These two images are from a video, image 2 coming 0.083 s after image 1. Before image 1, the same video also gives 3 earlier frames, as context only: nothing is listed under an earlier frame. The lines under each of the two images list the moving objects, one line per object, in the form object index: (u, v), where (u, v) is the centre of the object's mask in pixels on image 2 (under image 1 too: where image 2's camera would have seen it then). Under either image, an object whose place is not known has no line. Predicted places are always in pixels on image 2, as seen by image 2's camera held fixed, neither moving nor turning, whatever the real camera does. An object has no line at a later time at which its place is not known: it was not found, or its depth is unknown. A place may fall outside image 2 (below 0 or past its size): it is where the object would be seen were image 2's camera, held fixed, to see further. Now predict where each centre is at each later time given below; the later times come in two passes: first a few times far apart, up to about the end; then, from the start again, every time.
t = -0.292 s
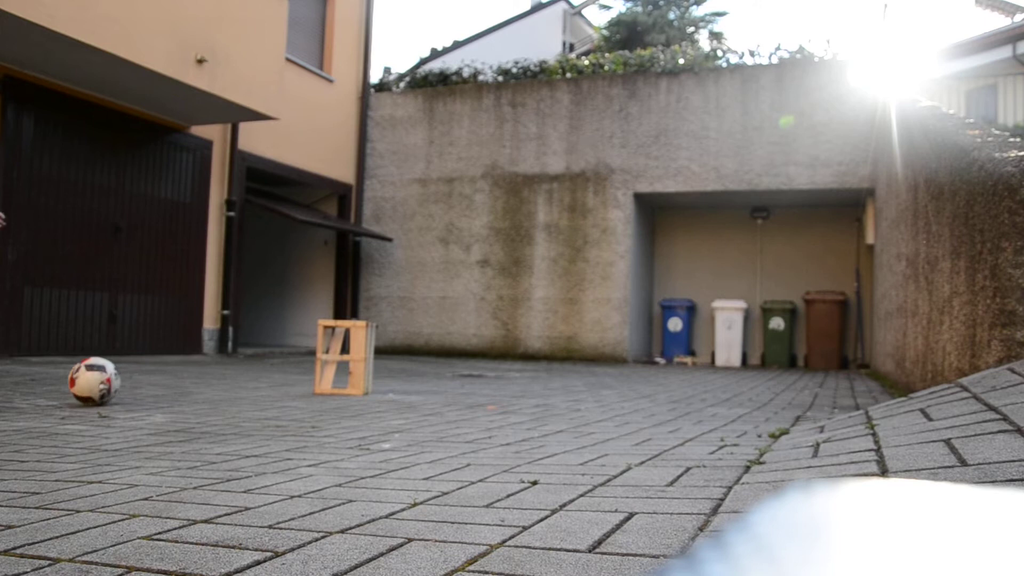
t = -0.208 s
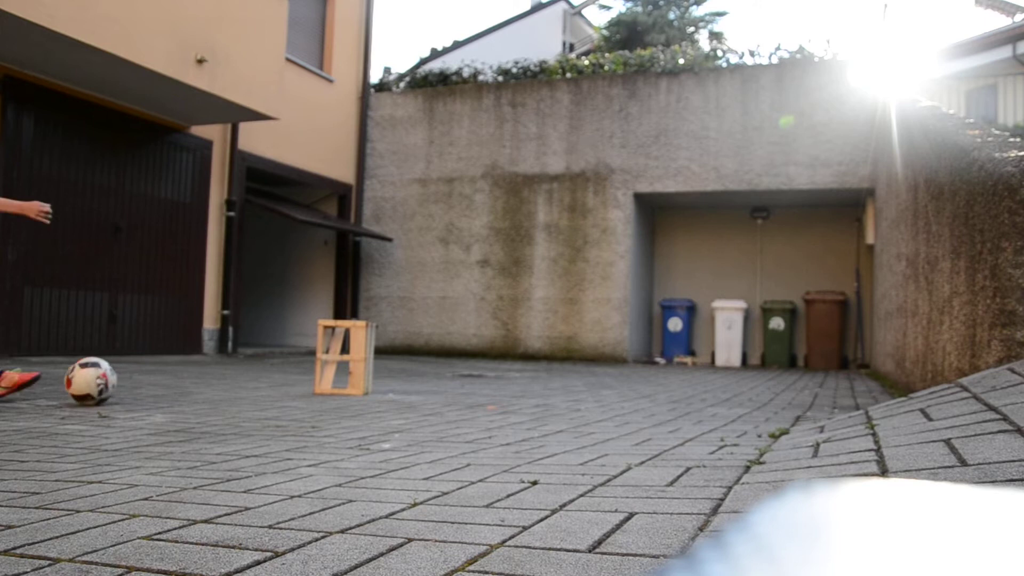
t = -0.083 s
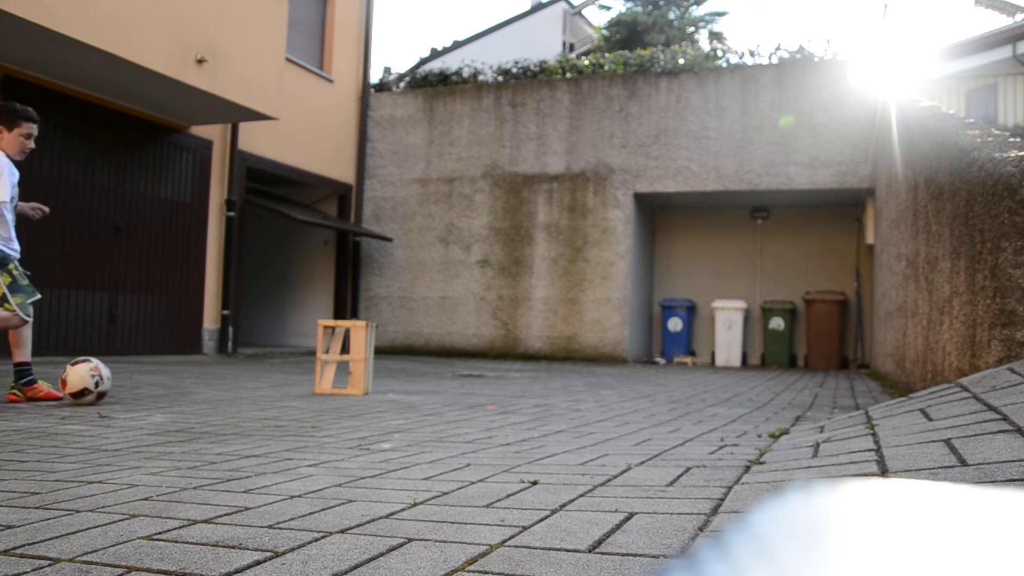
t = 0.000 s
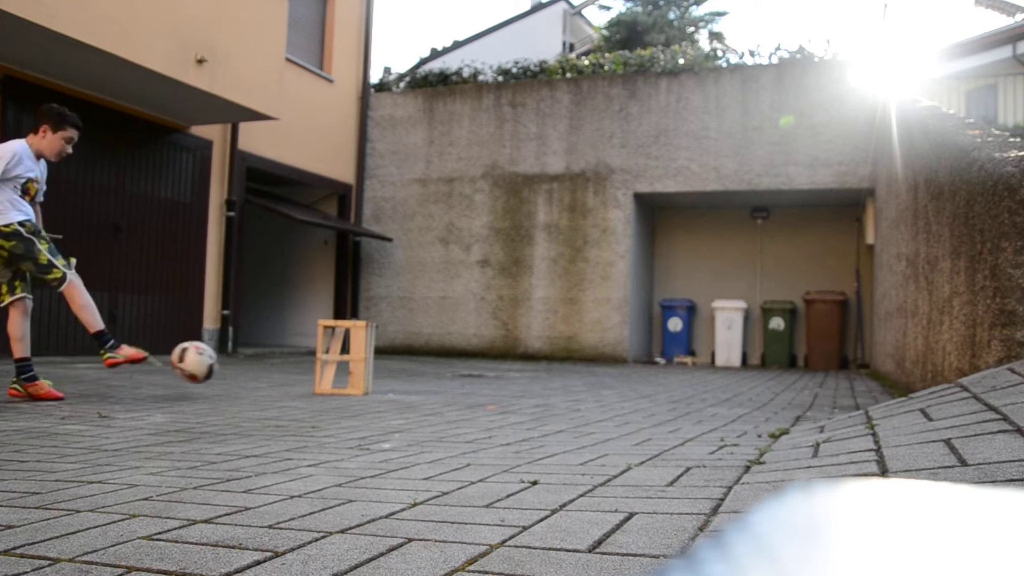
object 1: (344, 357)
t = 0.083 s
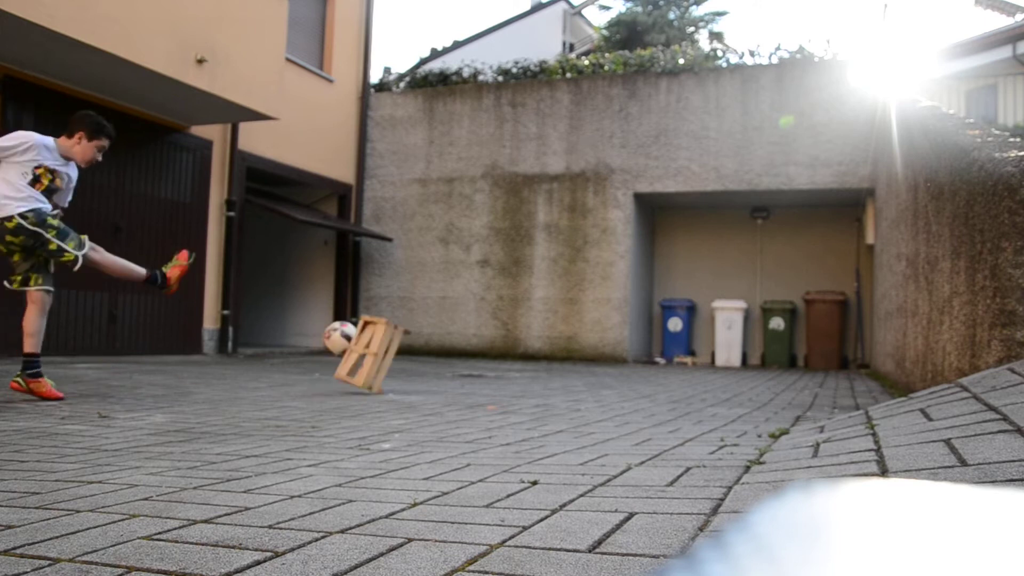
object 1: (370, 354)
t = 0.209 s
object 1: (453, 347)
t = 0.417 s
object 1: (555, 355)
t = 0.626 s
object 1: (605, 361)
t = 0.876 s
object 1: (634, 362)
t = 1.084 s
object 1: (641, 378)
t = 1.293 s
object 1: (641, 379)
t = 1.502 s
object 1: (641, 379)
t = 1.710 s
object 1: (641, 379)
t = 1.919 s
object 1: (641, 379)
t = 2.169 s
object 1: (641, 379)
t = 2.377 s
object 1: (641, 379)
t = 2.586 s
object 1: (641, 379)
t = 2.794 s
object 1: (641, 379)
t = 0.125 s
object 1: (400, 349)
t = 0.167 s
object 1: (427, 347)
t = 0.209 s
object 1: (453, 347)
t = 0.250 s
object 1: (478, 350)
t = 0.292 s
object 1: (498, 356)
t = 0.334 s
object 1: (521, 359)
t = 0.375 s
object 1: (543, 362)
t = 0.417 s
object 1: (555, 355)
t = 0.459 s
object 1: (566, 350)
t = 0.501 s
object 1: (577, 348)
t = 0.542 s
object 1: (587, 350)
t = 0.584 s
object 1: (595, 354)
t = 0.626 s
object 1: (605, 361)
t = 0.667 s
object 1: (613, 364)
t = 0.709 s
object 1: (619, 360)
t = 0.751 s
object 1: (624, 358)
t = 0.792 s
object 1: (628, 359)
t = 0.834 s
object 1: (632, 362)
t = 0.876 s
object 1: (634, 362)
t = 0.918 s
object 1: (636, 364)
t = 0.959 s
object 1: (638, 368)
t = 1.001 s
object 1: (639, 370)
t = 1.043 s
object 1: (640, 374)
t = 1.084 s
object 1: (641, 378)
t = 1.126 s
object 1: (641, 379)
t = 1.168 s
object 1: (641, 379)
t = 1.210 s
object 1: (641, 379)
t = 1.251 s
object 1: (641, 379)
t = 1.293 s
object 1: (641, 379)
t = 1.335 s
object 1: (641, 379)
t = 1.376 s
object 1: (641, 379)
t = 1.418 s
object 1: (641, 379)
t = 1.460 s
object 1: (641, 379)
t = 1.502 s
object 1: (641, 379)
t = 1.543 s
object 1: (641, 379)
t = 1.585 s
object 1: (641, 379)
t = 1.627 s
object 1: (641, 379)
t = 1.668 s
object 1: (641, 379)
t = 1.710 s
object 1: (641, 379)
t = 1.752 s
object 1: (641, 379)
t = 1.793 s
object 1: (641, 379)
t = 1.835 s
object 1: (641, 379)
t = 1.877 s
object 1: (641, 379)
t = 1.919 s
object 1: (641, 379)
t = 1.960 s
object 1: (641, 379)
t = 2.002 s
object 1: (641, 379)
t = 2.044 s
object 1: (641, 379)
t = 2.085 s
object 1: (641, 379)
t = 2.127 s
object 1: (641, 379)
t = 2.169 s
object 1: (641, 379)
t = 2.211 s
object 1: (641, 379)
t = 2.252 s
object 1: (641, 379)
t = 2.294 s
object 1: (641, 379)
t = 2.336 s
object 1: (641, 379)
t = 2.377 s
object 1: (641, 379)
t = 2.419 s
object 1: (641, 379)
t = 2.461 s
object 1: (641, 379)
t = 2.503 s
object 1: (641, 379)
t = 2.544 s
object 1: (641, 379)
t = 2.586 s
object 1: (641, 379)
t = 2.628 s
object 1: (641, 379)
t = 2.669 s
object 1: (641, 379)
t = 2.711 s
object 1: (641, 379)
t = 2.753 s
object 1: (641, 379)
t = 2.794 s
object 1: (641, 379)
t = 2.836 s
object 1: (641, 379)
